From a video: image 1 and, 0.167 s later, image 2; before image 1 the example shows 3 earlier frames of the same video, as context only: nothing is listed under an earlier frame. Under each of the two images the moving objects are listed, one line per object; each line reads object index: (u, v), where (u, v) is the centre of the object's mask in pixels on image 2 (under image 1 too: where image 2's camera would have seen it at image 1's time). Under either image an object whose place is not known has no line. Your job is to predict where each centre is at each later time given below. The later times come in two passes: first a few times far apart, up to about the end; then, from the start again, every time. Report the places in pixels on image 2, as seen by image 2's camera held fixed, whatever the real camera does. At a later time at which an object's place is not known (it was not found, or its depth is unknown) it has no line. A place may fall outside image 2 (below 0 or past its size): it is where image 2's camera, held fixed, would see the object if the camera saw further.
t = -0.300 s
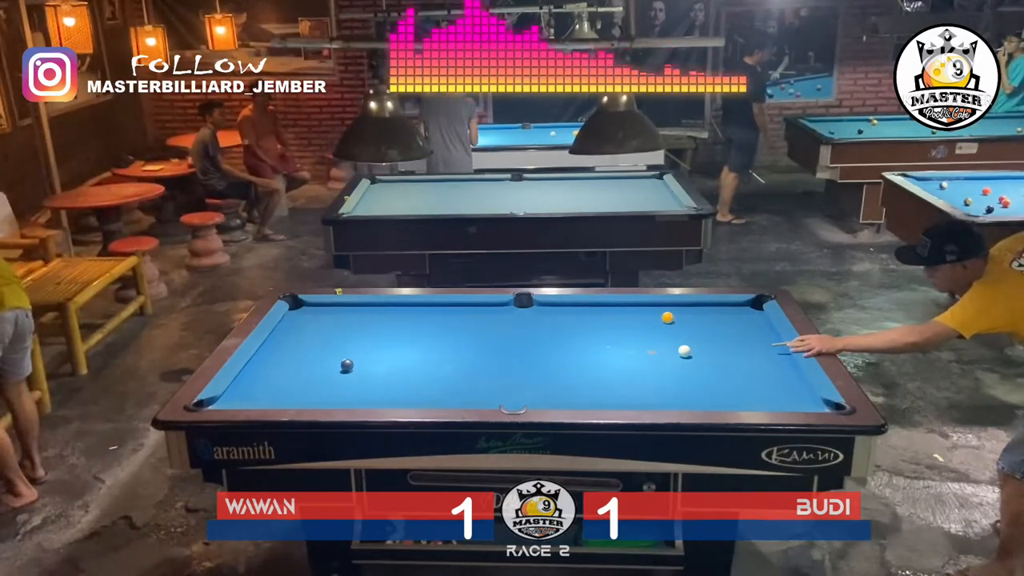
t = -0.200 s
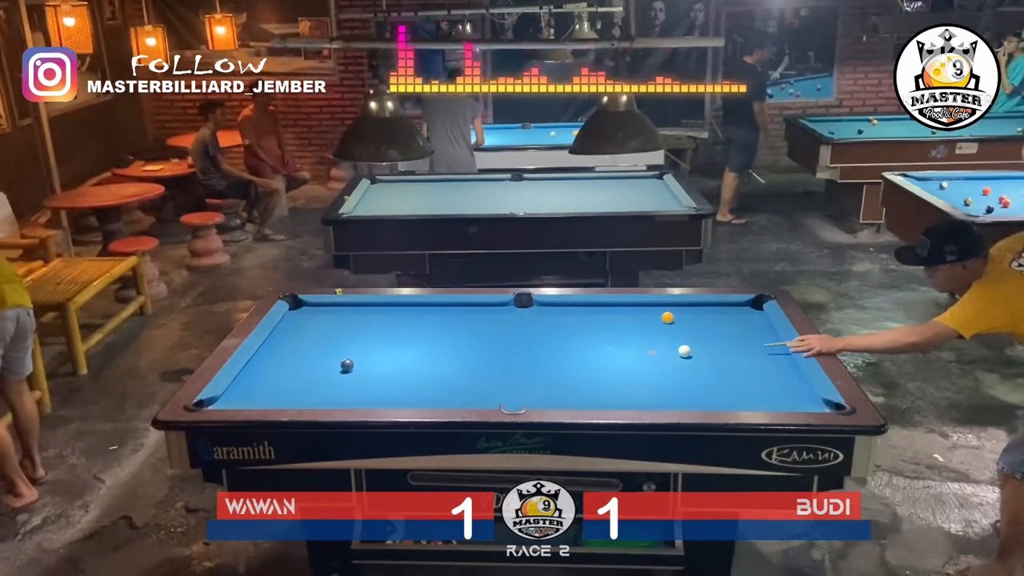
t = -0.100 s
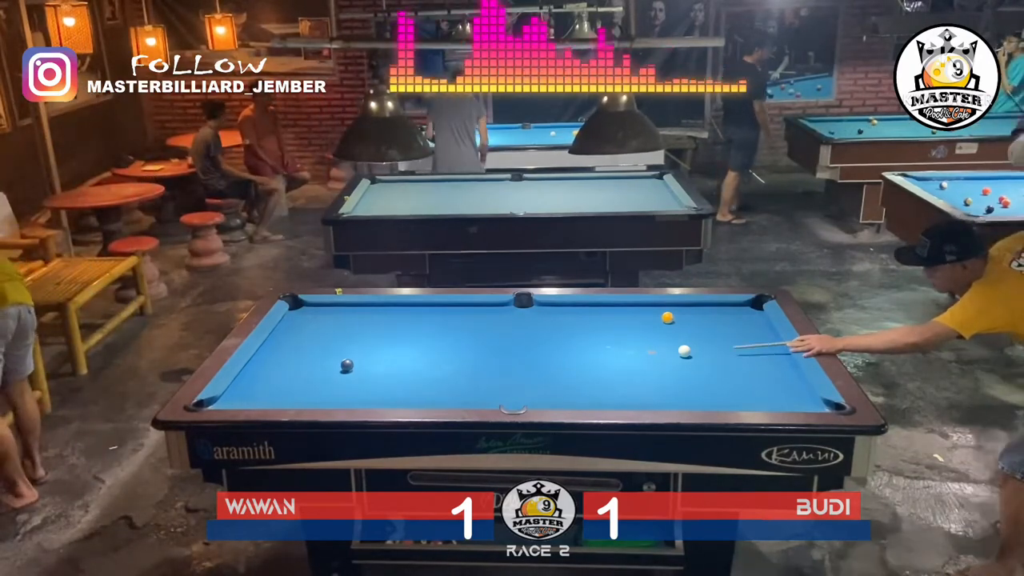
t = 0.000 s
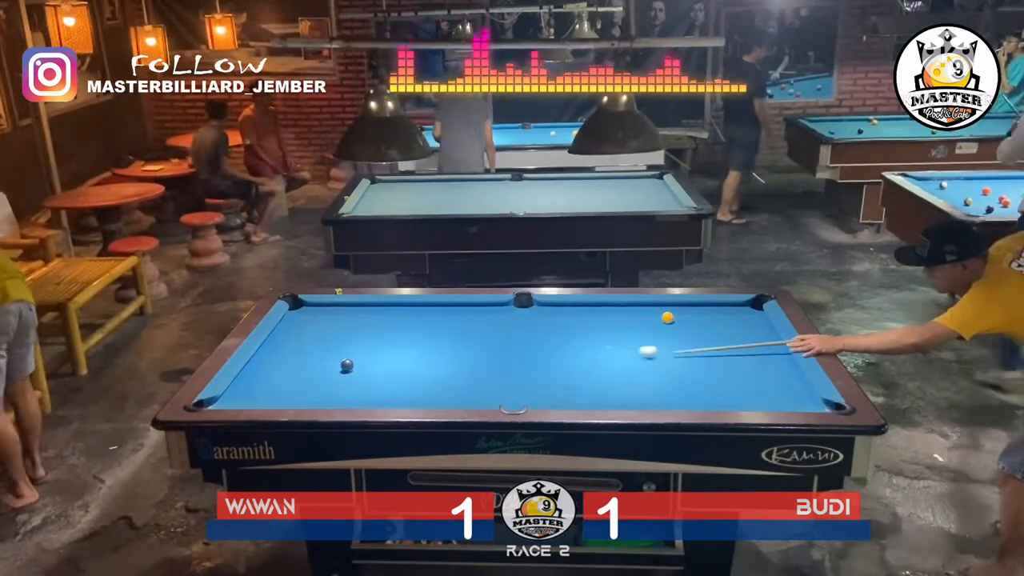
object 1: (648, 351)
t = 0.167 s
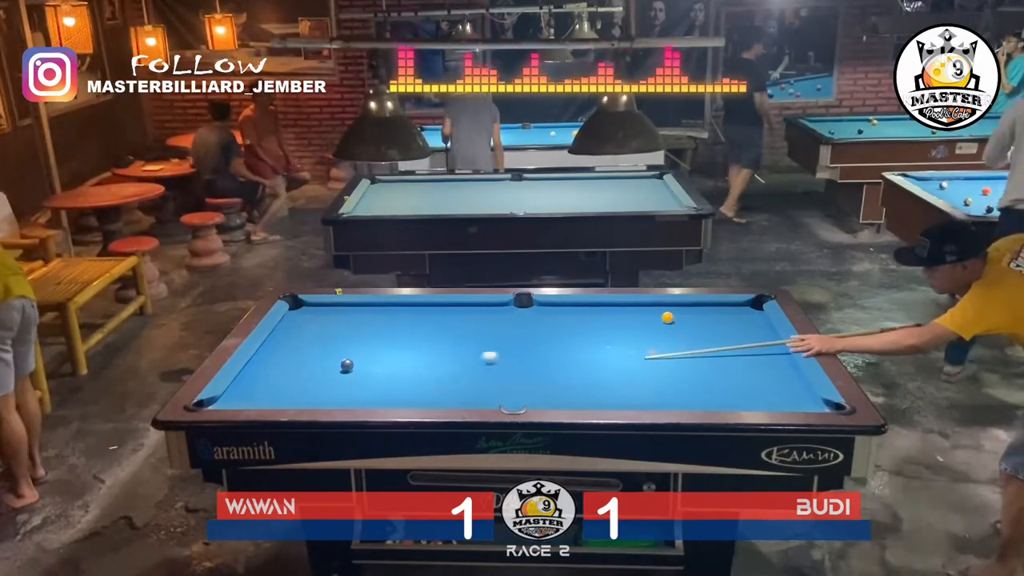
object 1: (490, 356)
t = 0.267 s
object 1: (407, 359)
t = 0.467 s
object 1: (340, 348)
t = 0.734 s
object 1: (281, 328)
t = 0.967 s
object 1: (323, 318)
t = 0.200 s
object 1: (461, 358)
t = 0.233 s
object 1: (434, 359)
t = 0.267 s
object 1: (407, 359)
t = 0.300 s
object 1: (382, 361)
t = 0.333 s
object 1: (359, 362)
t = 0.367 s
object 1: (355, 358)
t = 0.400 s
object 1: (351, 354)
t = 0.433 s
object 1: (346, 351)
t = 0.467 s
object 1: (340, 348)
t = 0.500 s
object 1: (333, 345)
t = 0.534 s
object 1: (325, 342)
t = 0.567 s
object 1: (317, 340)
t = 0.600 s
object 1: (310, 337)
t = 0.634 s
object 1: (302, 335)
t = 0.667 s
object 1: (295, 332)
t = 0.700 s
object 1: (288, 330)
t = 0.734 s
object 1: (281, 328)
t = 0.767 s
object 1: (285, 326)
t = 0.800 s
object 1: (293, 325)
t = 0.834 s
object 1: (299, 323)
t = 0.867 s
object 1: (305, 322)
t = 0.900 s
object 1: (311, 321)
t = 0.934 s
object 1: (317, 319)
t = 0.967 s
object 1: (323, 318)
